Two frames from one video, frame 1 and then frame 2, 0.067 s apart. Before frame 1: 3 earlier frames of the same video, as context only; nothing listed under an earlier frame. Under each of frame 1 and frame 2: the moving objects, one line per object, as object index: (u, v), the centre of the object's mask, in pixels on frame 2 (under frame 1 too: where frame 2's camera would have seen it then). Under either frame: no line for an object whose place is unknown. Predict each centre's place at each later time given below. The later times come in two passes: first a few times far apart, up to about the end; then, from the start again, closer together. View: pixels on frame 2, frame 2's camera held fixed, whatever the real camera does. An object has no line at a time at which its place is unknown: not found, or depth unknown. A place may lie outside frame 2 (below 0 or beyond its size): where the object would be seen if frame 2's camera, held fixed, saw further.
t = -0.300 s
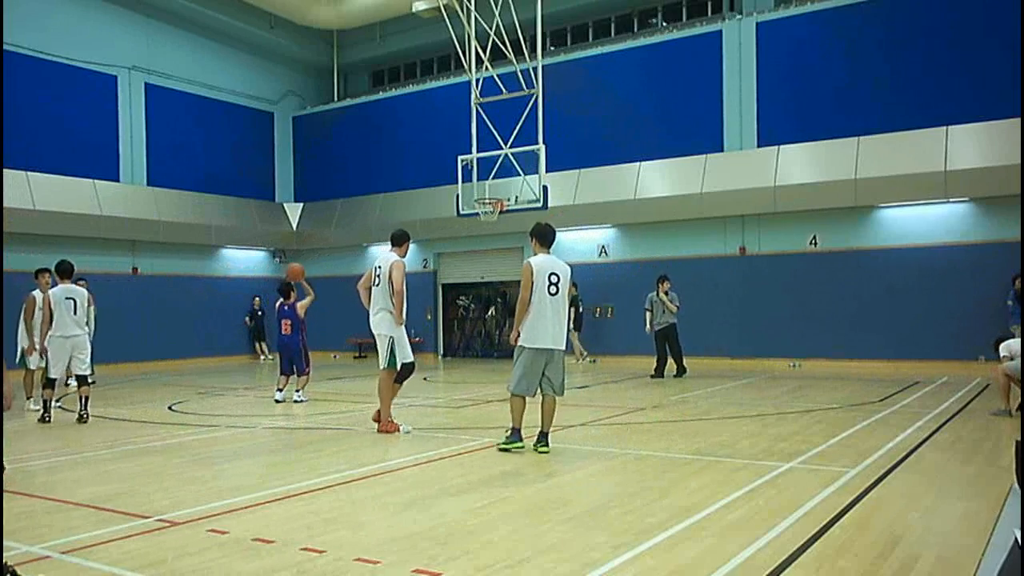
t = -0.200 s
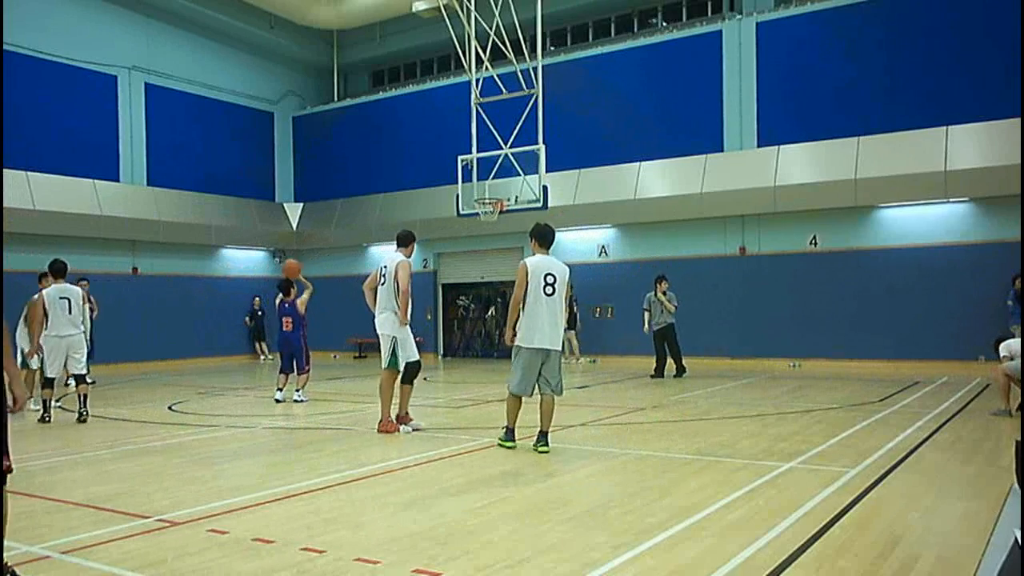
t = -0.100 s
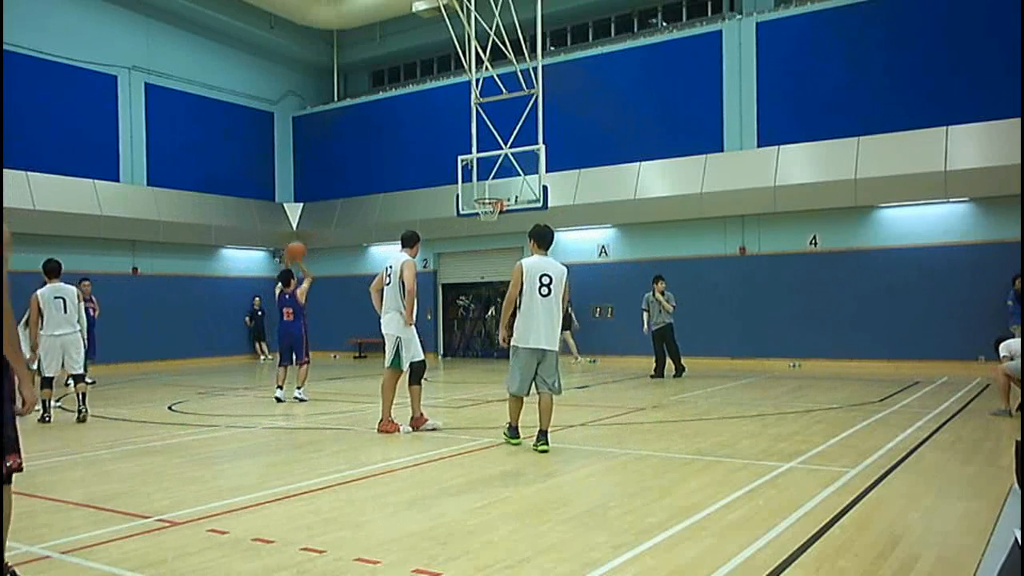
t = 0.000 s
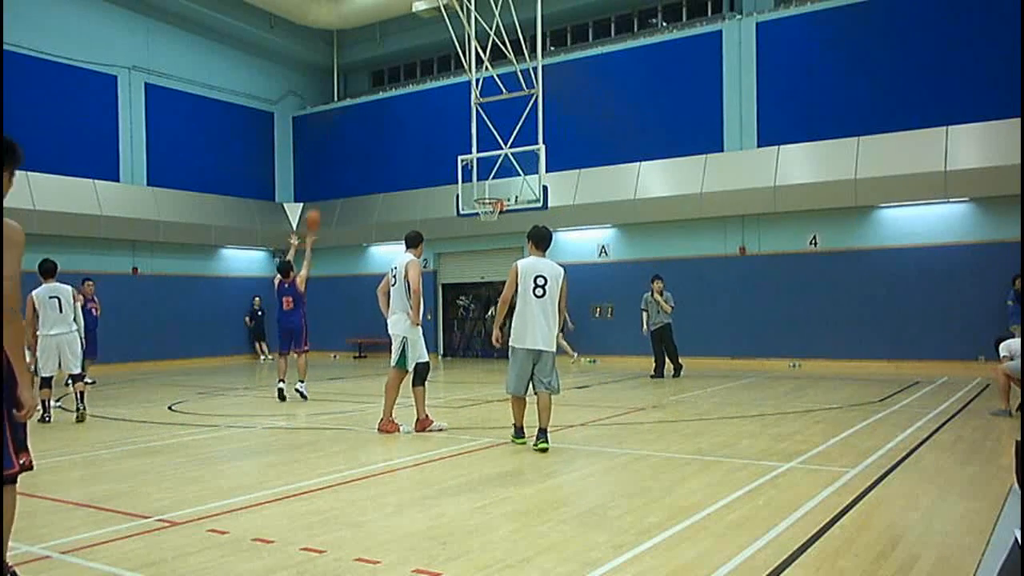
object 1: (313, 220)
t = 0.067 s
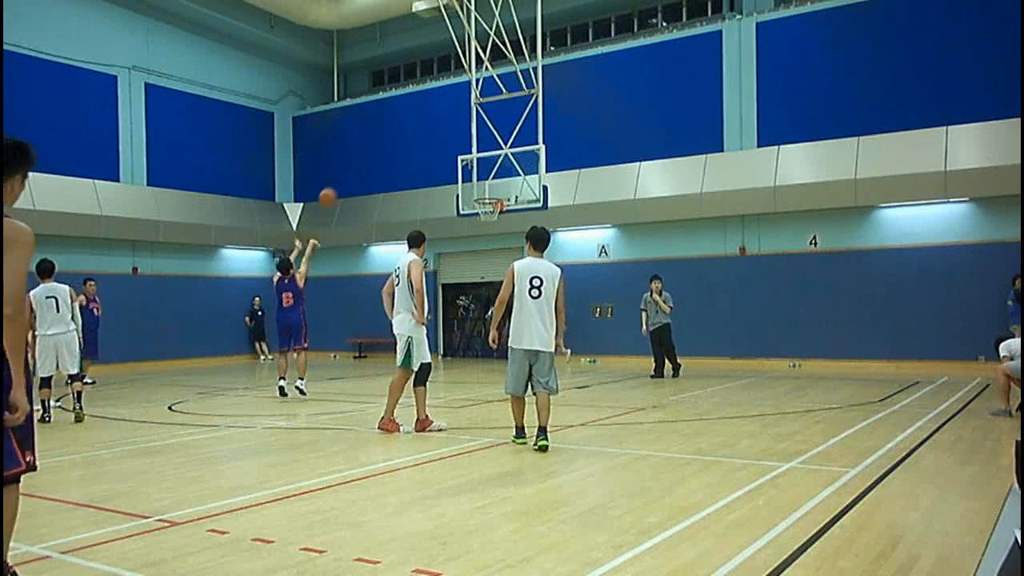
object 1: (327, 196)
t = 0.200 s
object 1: (356, 164)
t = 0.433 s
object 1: (402, 139)
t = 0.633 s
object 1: (436, 145)
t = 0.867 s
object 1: (473, 180)
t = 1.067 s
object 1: (495, 202)
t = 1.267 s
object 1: (481, 209)
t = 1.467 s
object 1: (484, 227)
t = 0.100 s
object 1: (335, 187)
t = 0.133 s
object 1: (342, 179)
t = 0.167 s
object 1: (349, 170)
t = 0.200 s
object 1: (356, 164)
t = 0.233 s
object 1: (364, 158)
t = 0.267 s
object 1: (370, 153)
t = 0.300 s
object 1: (377, 149)
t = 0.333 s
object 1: (383, 145)
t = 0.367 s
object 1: (390, 142)
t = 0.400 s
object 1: (395, 140)
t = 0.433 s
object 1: (402, 139)
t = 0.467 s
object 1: (408, 139)
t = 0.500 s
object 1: (414, 139)
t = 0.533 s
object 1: (419, 139)
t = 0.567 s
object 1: (425, 141)
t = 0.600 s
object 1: (431, 143)
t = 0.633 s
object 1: (436, 145)
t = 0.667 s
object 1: (442, 149)
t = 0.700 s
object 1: (447, 152)
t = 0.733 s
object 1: (452, 157)
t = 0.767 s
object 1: (457, 161)
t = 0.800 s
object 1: (462, 167)
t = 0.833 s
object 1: (467, 173)
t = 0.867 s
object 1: (473, 180)
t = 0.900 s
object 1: (478, 187)
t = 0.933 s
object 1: (482, 193)
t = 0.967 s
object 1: (486, 196)
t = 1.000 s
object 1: (491, 200)
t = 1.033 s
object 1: (492, 200)
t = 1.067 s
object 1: (495, 202)
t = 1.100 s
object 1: (493, 207)
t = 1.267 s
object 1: (481, 209)
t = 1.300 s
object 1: (481, 210)
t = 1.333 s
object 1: (482, 214)
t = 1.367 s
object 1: (482, 217)
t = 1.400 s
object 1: (483, 220)
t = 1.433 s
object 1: (484, 223)
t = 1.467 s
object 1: (484, 227)
